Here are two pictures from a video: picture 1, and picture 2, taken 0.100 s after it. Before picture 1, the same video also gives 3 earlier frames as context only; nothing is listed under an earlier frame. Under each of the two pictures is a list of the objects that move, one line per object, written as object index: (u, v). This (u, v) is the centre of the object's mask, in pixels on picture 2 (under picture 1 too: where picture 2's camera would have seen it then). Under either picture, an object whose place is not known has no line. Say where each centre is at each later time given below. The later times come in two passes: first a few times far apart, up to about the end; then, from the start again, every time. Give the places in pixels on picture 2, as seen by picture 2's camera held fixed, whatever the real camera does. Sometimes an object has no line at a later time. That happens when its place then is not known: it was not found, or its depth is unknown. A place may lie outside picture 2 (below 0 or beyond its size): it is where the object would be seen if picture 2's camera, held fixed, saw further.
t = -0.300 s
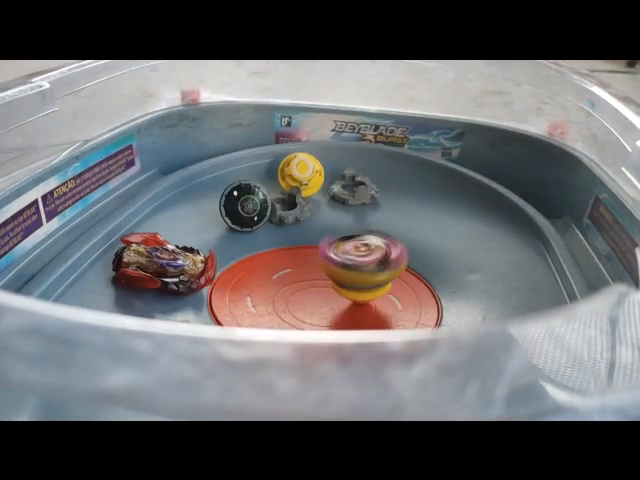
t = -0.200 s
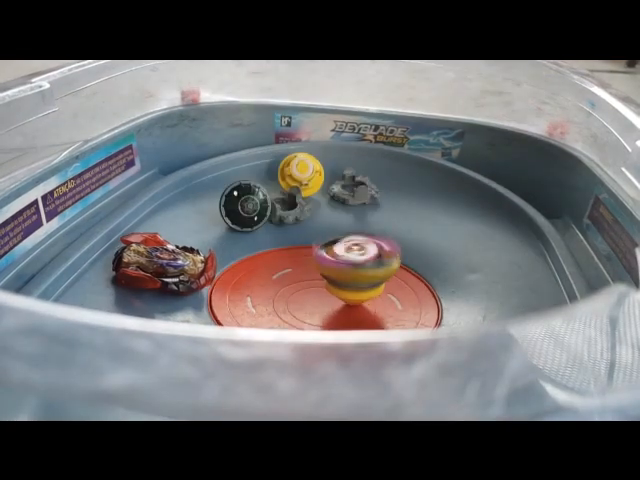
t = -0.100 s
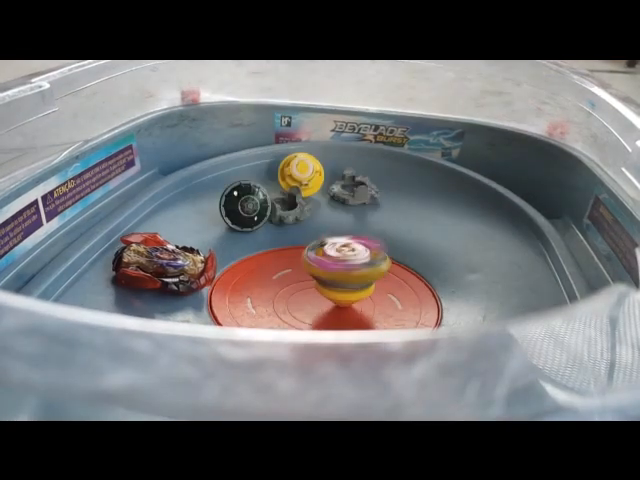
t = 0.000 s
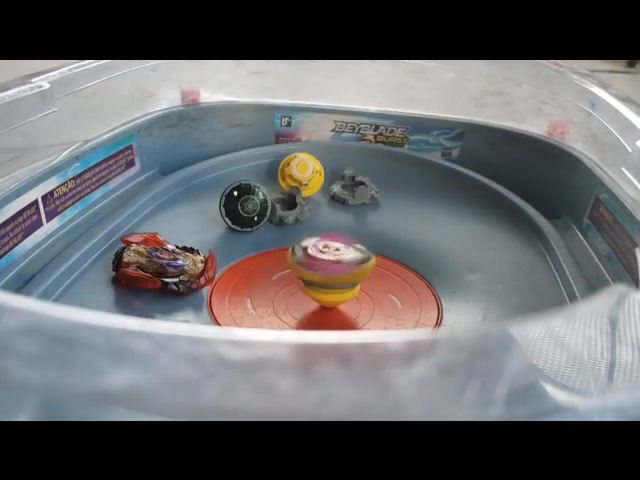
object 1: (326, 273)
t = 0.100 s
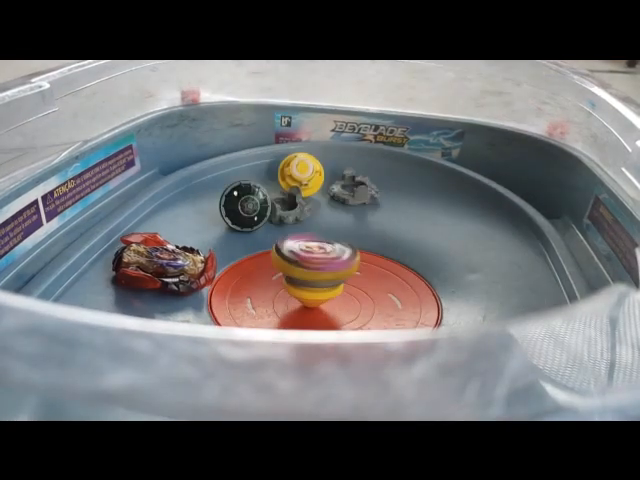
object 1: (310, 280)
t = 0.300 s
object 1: (279, 283)
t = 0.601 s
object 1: (291, 277)
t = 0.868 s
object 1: (337, 278)
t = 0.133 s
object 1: (304, 272)
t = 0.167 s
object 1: (299, 283)
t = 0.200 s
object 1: (293, 283)
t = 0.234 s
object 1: (291, 283)
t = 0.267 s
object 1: (283, 283)
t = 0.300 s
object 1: (279, 283)
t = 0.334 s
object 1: (280, 283)
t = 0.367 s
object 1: (279, 287)
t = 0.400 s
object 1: (280, 281)
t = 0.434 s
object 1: (279, 273)
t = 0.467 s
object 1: (280, 287)
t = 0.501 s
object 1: (279, 288)
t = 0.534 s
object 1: (284, 285)
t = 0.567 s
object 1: (284, 273)
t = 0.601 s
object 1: (291, 277)
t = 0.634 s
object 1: (296, 273)
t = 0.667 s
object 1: (302, 274)
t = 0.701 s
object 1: (306, 277)
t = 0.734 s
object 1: (310, 276)
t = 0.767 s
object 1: (314, 275)
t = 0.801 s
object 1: (327, 277)
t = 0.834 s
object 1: (332, 278)
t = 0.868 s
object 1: (337, 278)
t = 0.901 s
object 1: (338, 276)
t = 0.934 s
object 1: (340, 282)
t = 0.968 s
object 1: (348, 287)
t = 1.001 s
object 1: (354, 287)
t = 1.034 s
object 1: (356, 291)
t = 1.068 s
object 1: (353, 305)
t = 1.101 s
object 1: (361, 306)
